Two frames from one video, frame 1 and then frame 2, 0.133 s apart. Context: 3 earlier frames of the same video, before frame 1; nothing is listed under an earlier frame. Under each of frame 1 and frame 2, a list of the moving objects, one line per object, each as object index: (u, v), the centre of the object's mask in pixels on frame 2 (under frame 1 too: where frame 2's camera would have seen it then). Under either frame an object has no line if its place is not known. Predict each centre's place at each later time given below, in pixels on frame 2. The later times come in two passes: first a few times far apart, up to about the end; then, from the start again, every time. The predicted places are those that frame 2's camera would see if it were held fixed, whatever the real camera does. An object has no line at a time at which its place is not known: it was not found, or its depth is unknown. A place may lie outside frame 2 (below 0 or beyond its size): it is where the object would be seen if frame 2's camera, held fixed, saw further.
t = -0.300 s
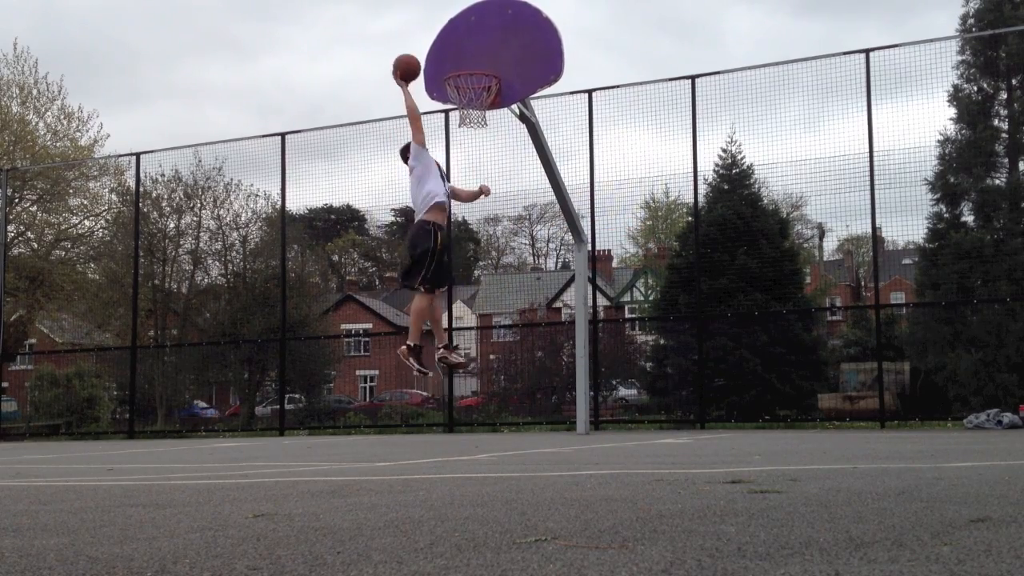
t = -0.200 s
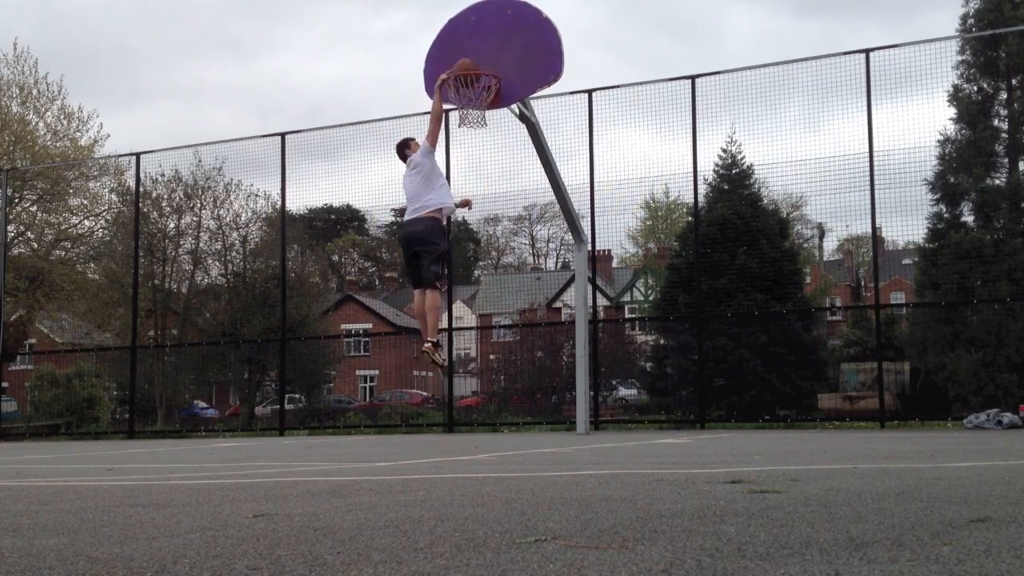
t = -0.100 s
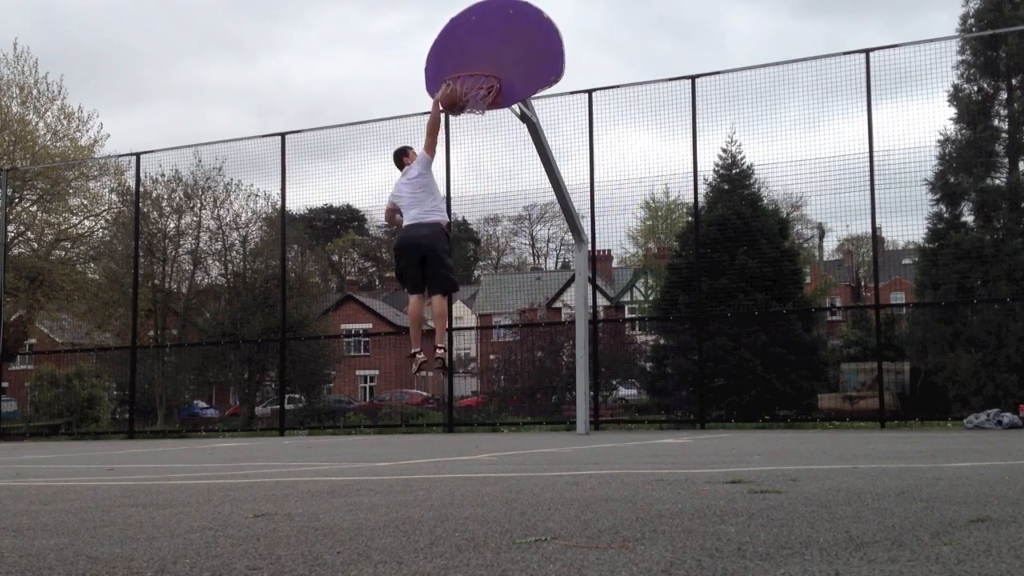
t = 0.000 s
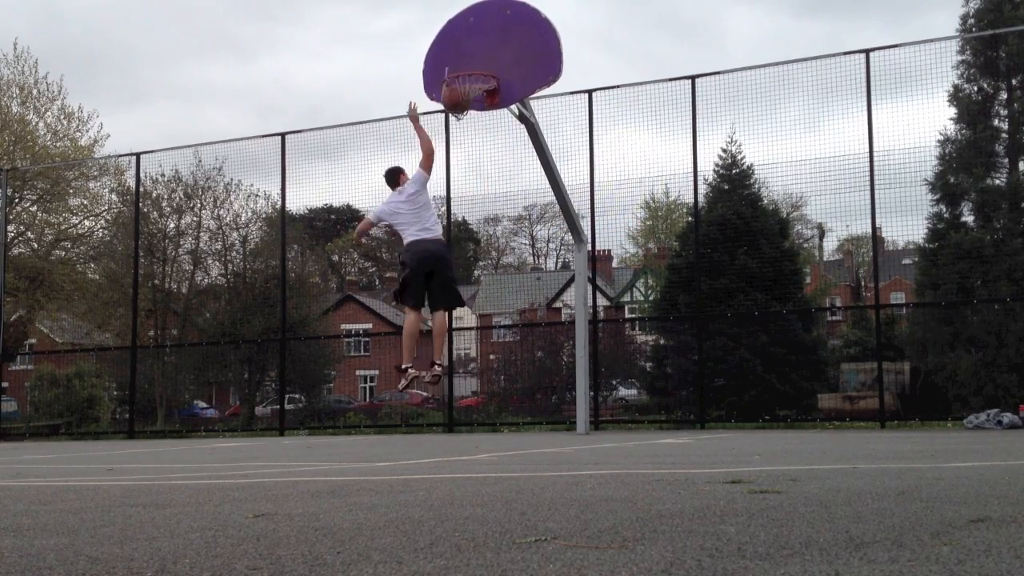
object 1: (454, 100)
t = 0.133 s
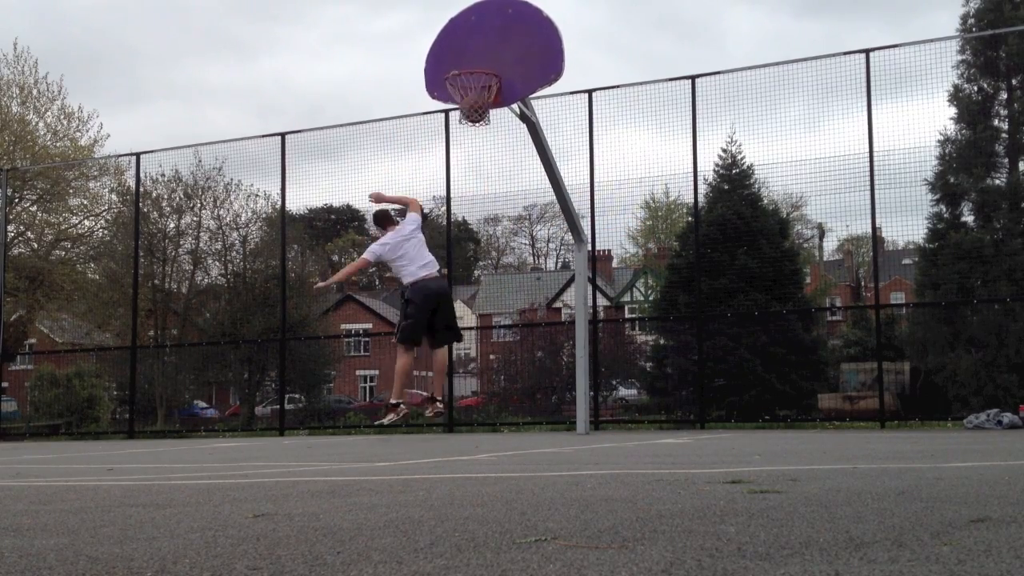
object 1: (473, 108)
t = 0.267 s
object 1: (487, 129)
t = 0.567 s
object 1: (512, 240)
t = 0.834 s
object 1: (537, 425)
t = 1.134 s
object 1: (553, 290)
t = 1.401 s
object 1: (571, 250)
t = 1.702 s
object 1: (593, 302)
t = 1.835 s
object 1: (604, 358)
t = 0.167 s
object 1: (478, 113)
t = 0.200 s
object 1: (481, 117)
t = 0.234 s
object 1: (485, 125)
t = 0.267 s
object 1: (487, 129)
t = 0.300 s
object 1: (490, 135)
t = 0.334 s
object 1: (492, 144)
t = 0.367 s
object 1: (495, 154)
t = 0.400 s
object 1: (498, 165)
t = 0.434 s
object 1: (501, 177)
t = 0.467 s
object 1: (503, 191)
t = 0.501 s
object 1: (506, 206)
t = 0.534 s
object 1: (509, 222)
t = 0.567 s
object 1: (512, 240)
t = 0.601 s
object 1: (514, 257)
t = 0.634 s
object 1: (518, 279)
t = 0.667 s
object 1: (521, 300)
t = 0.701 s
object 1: (524, 322)
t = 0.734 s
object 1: (527, 346)
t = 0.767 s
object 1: (530, 373)
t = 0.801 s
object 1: (534, 400)
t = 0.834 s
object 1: (537, 425)
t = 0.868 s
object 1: (537, 404)
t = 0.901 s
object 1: (540, 386)
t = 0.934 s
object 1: (541, 368)
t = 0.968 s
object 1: (543, 352)
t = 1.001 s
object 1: (545, 336)
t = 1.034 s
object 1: (547, 322)
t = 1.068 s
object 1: (550, 309)
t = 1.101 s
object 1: (551, 298)
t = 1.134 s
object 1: (553, 290)
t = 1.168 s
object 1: (556, 280)
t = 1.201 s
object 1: (558, 272)
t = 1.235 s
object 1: (560, 265)
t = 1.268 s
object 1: (562, 259)
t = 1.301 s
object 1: (564, 256)
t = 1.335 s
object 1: (566, 254)
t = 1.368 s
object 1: (569, 251)
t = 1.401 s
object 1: (571, 250)
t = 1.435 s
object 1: (573, 251)
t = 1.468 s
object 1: (575, 253)
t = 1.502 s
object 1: (577, 256)
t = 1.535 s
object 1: (581, 261)
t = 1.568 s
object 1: (583, 267)
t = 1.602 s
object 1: (585, 273)
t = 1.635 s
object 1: (588, 281)
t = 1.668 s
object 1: (590, 291)
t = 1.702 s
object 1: (593, 302)
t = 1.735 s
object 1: (596, 314)
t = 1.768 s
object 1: (599, 327)
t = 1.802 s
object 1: (601, 341)
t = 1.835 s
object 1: (604, 358)
